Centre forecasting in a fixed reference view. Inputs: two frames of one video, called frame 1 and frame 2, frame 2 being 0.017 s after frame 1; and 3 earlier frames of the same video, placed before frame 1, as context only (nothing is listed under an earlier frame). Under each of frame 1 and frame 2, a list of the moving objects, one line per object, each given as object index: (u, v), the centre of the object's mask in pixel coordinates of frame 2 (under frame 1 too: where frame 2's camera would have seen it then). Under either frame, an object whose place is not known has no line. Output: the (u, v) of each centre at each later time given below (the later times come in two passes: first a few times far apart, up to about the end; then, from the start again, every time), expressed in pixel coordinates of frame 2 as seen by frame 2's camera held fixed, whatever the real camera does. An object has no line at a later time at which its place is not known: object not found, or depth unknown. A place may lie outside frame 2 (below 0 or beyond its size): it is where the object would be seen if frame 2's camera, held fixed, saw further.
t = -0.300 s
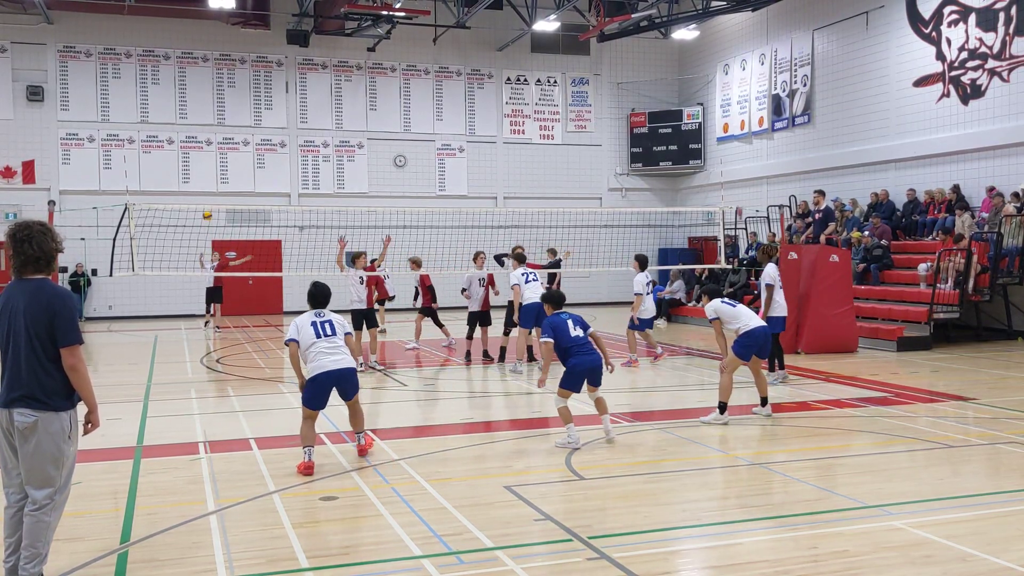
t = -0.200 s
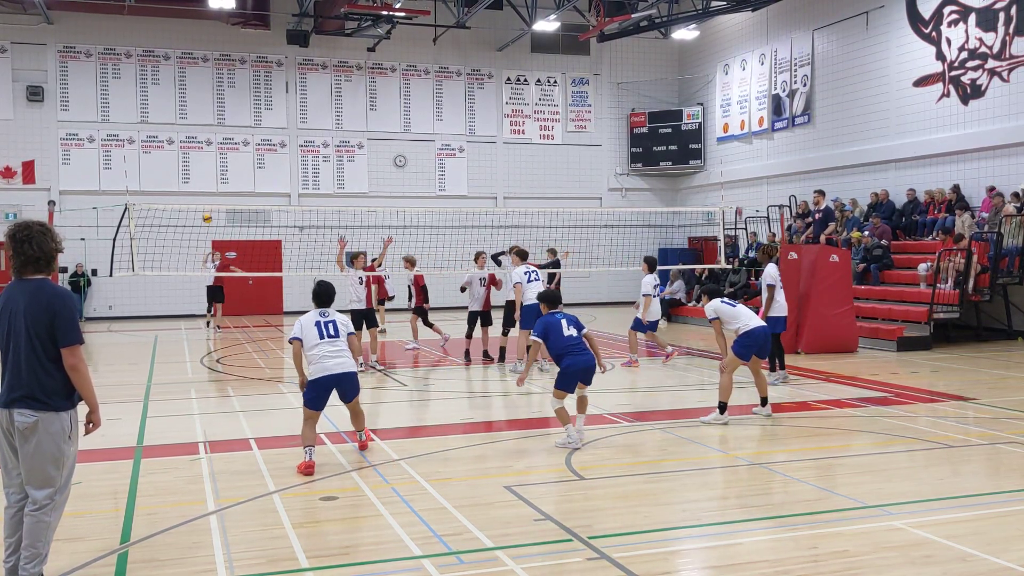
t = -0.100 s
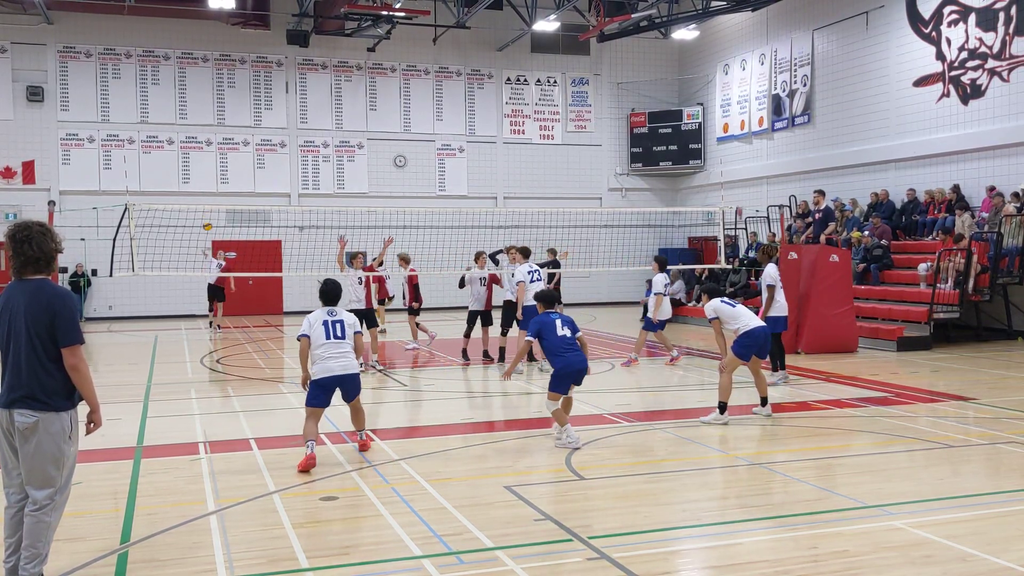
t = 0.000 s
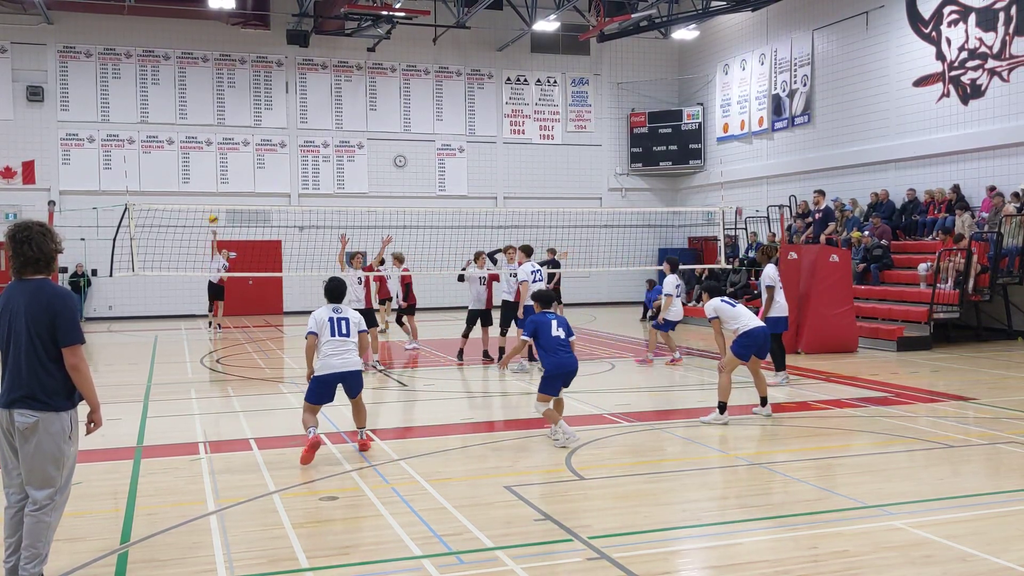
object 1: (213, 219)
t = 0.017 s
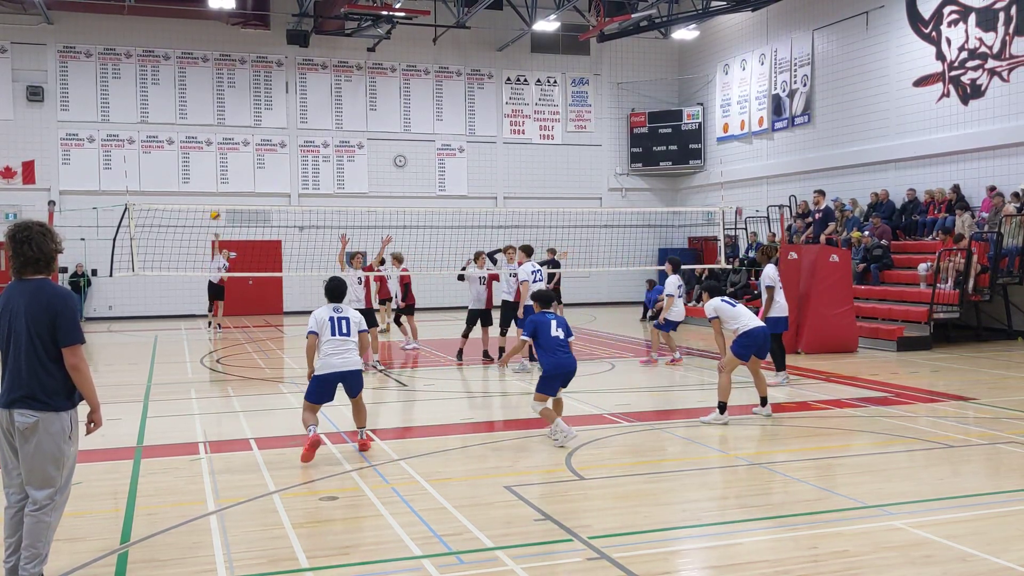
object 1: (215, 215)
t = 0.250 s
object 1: (246, 164)
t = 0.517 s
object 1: (300, 127)
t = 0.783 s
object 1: (381, 129)
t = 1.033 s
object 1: (502, 204)
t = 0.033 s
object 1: (217, 212)
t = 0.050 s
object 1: (218, 210)
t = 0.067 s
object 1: (221, 202)
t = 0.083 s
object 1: (223, 200)
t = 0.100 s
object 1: (225, 196)
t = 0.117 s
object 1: (227, 192)
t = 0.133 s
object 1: (229, 188)
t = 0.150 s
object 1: (232, 184)
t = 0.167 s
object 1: (234, 181)
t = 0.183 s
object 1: (236, 178)
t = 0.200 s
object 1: (238, 174)
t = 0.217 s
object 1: (241, 171)
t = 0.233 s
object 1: (244, 167)
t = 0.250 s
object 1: (246, 164)
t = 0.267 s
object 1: (249, 161)
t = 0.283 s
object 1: (252, 158)
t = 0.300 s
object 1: (254, 154)
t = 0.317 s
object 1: (258, 152)
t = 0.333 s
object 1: (260, 149)
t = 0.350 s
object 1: (264, 147)
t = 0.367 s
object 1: (267, 144)
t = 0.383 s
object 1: (270, 142)
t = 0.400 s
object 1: (274, 139)
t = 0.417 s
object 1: (278, 137)
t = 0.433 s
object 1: (281, 135)
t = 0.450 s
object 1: (285, 134)
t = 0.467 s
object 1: (288, 132)
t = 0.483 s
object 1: (292, 130)
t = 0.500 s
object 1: (296, 128)
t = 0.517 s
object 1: (300, 127)
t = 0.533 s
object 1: (304, 126)
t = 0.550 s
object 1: (309, 125)
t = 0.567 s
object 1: (313, 123)
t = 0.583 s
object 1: (318, 122)
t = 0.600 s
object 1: (322, 122)
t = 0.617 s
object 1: (327, 122)
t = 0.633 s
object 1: (332, 122)
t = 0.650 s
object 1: (337, 121)
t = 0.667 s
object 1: (342, 121)
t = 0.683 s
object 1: (347, 122)
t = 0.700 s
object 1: (352, 122)
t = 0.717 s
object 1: (358, 123)
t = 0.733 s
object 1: (363, 123)
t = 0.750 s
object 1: (369, 125)
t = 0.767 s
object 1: (375, 127)
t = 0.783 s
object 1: (381, 129)
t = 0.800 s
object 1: (387, 132)
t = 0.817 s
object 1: (394, 134)
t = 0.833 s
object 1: (401, 137)
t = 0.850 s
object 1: (408, 140)
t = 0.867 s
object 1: (416, 143)
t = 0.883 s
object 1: (423, 147)
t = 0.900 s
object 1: (431, 152)
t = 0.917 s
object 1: (438, 157)
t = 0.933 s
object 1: (447, 162)
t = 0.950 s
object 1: (456, 167)
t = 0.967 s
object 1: (465, 174)
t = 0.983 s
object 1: (474, 180)
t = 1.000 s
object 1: (483, 187)
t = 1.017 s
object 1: (493, 195)
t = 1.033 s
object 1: (502, 204)
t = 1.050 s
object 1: (513, 213)
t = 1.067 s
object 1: (523, 223)
